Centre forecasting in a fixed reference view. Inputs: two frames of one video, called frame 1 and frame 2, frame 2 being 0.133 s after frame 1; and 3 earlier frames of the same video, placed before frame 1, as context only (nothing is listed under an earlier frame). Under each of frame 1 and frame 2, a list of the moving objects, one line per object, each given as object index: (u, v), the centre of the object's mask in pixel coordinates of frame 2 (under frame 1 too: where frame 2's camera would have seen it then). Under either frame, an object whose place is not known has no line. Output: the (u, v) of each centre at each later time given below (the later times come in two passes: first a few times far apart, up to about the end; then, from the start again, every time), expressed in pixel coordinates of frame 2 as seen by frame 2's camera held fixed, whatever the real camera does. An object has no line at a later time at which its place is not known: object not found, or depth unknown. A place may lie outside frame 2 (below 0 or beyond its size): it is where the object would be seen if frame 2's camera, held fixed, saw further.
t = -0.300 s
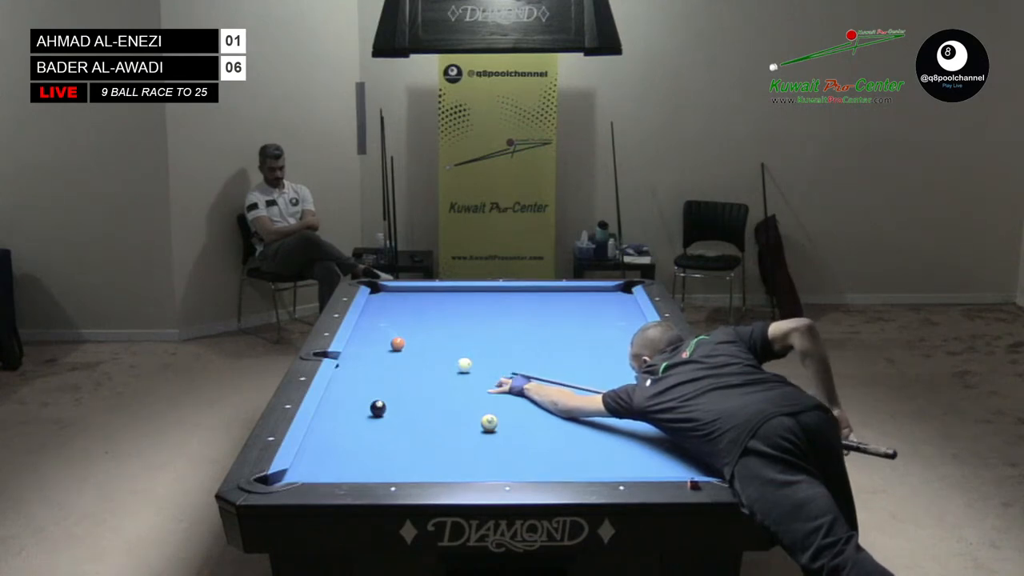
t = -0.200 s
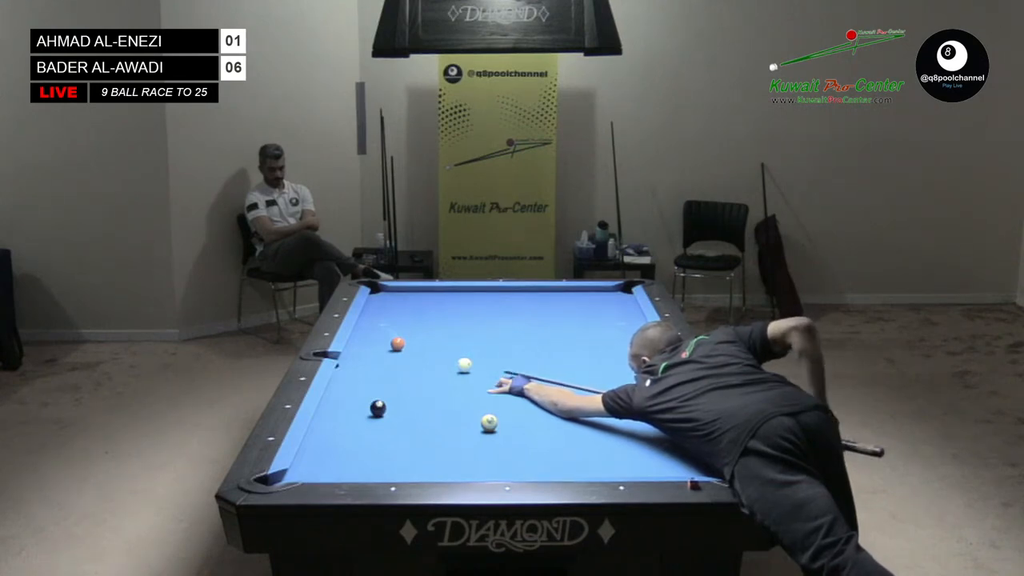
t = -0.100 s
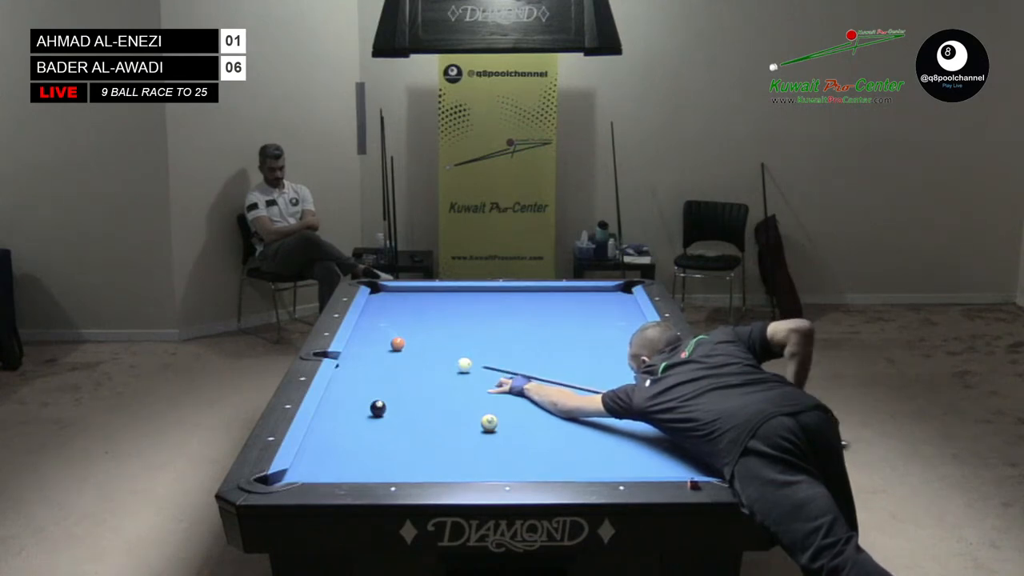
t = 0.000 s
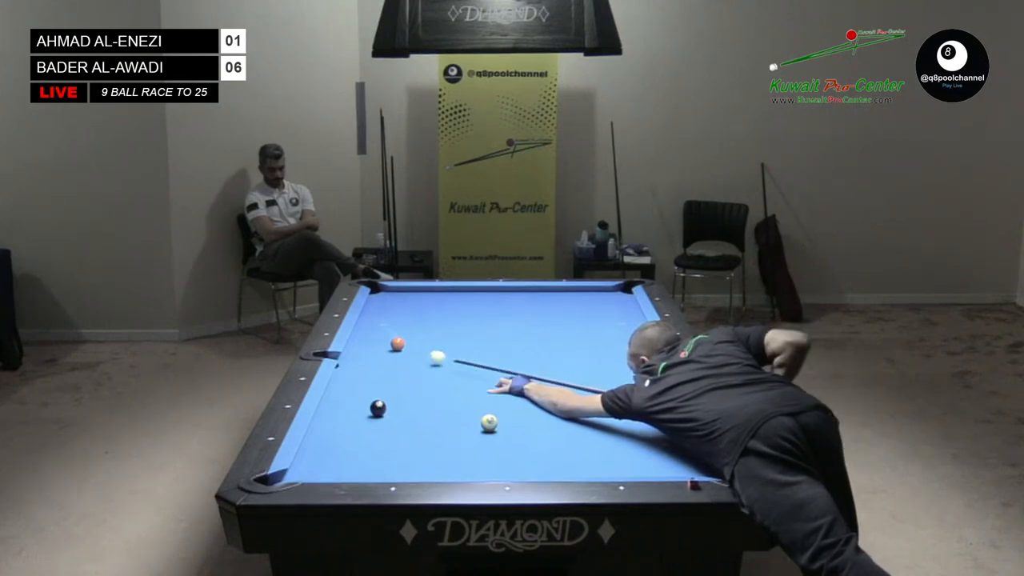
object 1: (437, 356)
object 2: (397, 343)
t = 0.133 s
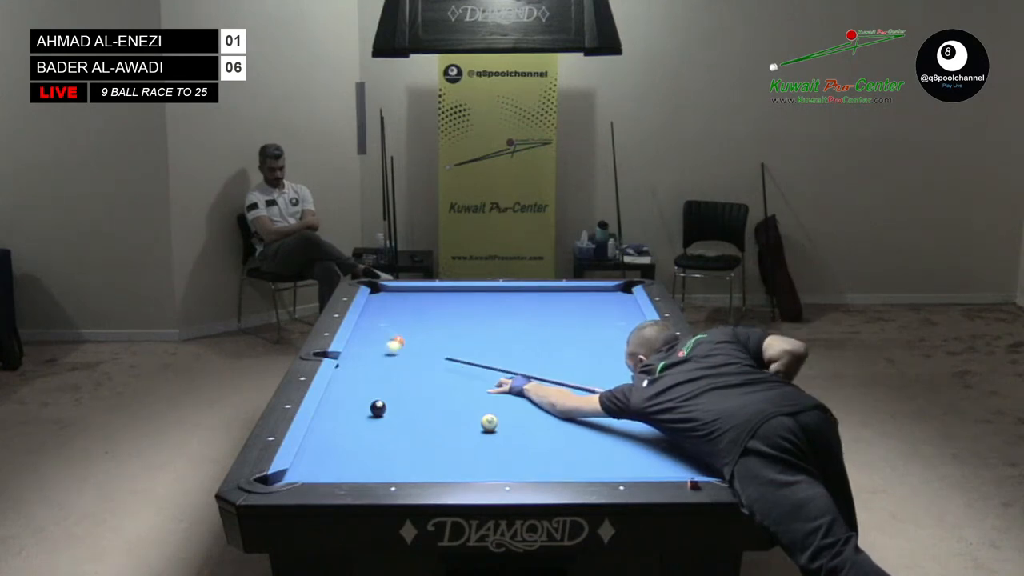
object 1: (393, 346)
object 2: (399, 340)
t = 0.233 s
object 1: (360, 346)
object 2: (395, 333)
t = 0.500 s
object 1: (406, 346)
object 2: (390, 317)
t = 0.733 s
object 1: (448, 344)
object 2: (387, 304)
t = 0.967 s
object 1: (487, 341)
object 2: (385, 292)
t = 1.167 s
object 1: (518, 340)
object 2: (373, 288)
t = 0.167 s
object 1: (380, 347)
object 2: (396, 339)
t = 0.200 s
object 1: (367, 347)
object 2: (395, 335)
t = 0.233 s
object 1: (360, 346)
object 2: (395, 333)
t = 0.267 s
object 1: (353, 347)
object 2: (394, 331)
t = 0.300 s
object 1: (364, 347)
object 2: (393, 327)
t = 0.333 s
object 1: (369, 347)
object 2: (393, 326)
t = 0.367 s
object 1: (379, 346)
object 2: (392, 324)
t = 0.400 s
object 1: (389, 346)
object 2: (392, 322)
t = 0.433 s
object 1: (393, 346)
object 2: (391, 320)
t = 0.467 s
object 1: (398, 346)
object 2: (391, 319)
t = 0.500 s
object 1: (406, 346)
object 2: (390, 317)
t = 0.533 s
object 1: (414, 346)
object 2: (390, 315)
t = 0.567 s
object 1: (421, 345)
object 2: (390, 313)
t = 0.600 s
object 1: (428, 345)
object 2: (389, 310)
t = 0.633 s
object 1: (431, 345)
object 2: (389, 310)
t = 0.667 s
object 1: (438, 344)
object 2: (388, 307)
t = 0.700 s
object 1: (445, 344)
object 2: (387, 305)
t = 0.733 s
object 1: (448, 344)
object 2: (387, 304)
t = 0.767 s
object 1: (454, 344)
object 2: (386, 302)
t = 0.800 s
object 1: (461, 343)
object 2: (386, 300)
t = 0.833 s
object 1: (464, 343)
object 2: (386, 299)
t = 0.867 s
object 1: (468, 342)
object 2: (385, 298)
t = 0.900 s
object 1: (474, 342)
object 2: (385, 296)
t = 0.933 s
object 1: (481, 342)
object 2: (385, 294)
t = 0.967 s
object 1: (487, 341)
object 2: (385, 292)
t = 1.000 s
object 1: (493, 341)
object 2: (384, 291)
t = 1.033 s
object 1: (497, 341)
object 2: (384, 290)
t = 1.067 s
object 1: (503, 341)
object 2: (383, 288)
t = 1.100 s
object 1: (509, 340)
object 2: (380, 287)
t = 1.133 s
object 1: (512, 340)
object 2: (377, 287)
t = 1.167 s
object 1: (518, 340)
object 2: (373, 288)
